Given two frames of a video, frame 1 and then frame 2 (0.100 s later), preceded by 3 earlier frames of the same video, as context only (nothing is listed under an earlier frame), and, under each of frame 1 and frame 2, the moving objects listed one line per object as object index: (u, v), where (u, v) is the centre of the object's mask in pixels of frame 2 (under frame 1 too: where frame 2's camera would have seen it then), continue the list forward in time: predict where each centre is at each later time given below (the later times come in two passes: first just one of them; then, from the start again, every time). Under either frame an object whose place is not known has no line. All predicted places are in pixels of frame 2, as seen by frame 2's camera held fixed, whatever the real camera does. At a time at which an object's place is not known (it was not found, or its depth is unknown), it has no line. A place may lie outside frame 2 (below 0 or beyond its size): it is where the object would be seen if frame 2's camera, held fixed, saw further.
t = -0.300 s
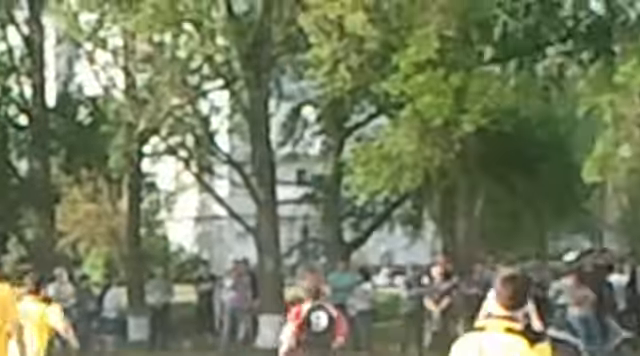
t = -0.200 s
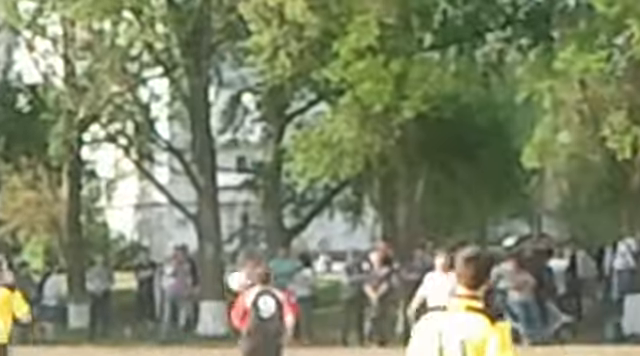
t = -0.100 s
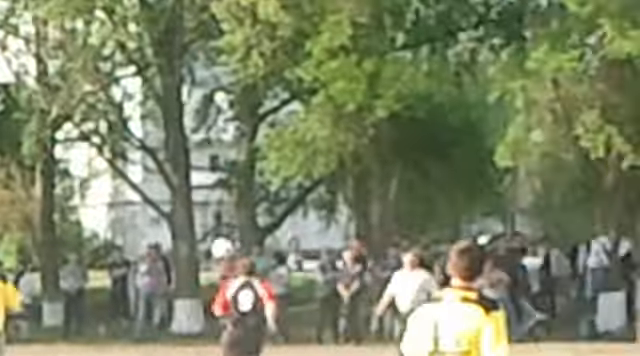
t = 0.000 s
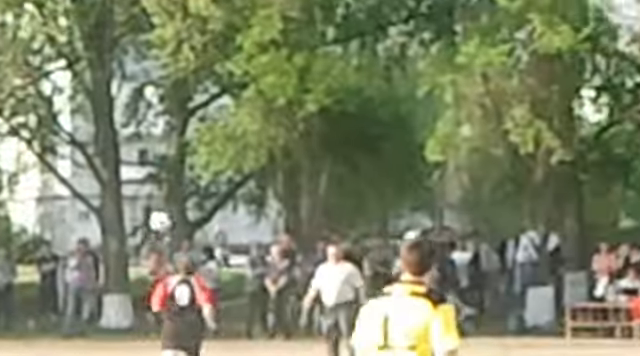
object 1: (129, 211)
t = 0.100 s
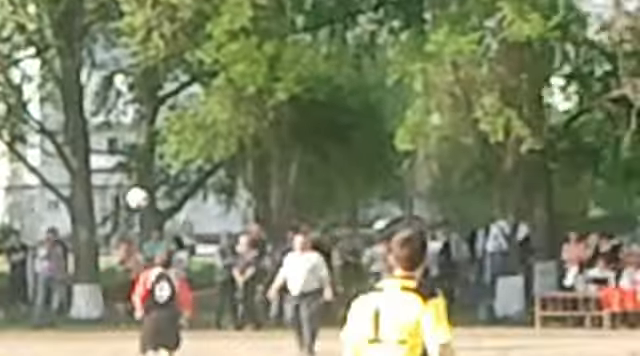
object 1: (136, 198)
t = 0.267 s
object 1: (147, 195)
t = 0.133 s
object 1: (139, 195)
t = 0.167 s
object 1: (140, 194)
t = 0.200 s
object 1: (143, 193)
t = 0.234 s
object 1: (145, 193)
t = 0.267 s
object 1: (147, 195)
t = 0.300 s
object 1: (154, 197)
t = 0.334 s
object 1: (155, 200)
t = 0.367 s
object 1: (156, 203)
